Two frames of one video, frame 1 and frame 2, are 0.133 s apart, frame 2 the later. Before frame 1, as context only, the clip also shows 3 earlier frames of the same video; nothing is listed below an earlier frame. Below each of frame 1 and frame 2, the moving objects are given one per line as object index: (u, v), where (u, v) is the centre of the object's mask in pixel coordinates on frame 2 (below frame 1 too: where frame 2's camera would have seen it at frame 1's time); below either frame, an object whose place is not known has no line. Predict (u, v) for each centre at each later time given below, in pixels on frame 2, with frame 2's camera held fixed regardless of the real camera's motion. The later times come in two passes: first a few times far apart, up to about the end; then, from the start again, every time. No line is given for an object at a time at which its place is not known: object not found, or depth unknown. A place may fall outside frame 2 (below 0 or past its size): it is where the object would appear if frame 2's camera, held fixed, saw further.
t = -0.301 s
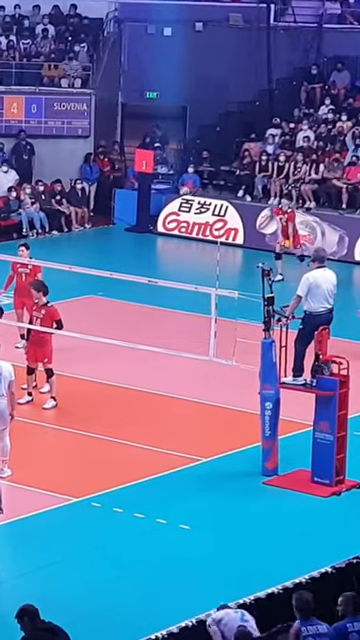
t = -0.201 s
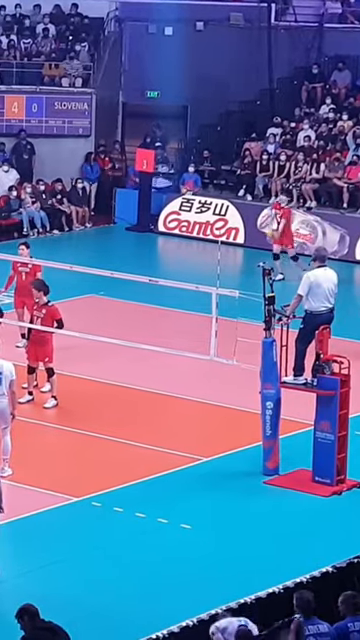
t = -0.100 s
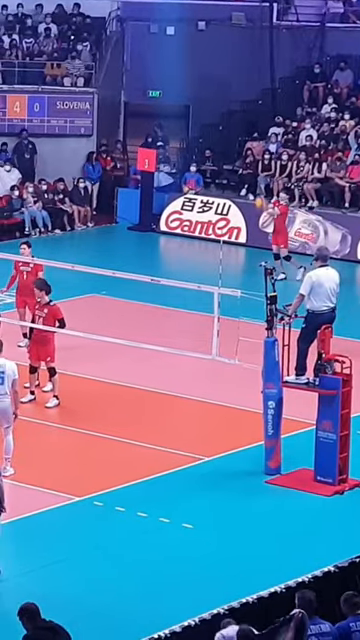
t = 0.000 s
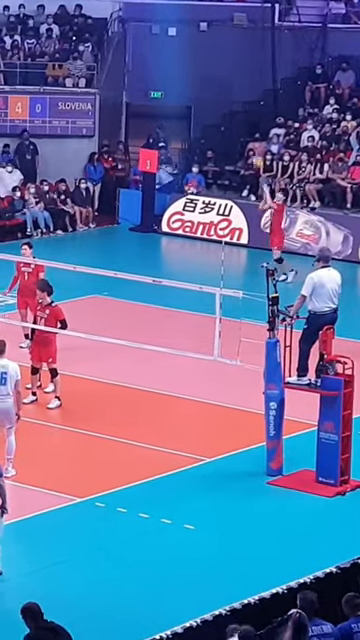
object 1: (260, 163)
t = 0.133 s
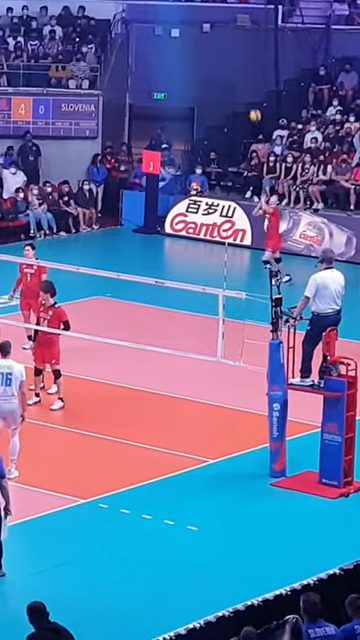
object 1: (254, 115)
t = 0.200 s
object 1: (251, 95)
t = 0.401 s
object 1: (241, 46)
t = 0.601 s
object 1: (228, 19)
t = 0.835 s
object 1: (211, 12)
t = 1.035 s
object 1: (197, 28)
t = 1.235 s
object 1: (182, 65)
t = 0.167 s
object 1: (253, 104)
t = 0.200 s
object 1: (251, 95)
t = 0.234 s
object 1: (250, 85)
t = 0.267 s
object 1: (248, 76)
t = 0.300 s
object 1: (246, 68)
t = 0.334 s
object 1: (244, 60)
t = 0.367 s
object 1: (242, 52)
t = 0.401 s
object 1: (241, 46)
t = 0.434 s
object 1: (238, 40)
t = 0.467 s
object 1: (236, 35)
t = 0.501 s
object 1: (234, 30)
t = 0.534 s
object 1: (232, 25)
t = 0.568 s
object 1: (230, 22)
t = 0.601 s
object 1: (228, 19)
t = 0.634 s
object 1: (225, 16)
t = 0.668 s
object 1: (223, 14)
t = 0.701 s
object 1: (222, 12)
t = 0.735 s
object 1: (219, 11)
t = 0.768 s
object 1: (217, 11)
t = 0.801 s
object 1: (214, 12)
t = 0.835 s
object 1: (211, 12)
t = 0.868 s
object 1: (209, 13)
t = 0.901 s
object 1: (207, 15)
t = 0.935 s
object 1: (204, 17)
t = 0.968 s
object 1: (201, 20)
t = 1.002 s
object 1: (199, 24)
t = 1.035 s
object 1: (197, 28)
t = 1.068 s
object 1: (194, 33)
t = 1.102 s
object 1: (192, 38)
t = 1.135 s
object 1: (189, 44)
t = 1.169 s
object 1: (187, 51)
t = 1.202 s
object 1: (184, 57)
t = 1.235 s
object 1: (182, 65)
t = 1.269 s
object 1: (179, 73)
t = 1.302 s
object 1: (176, 81)
